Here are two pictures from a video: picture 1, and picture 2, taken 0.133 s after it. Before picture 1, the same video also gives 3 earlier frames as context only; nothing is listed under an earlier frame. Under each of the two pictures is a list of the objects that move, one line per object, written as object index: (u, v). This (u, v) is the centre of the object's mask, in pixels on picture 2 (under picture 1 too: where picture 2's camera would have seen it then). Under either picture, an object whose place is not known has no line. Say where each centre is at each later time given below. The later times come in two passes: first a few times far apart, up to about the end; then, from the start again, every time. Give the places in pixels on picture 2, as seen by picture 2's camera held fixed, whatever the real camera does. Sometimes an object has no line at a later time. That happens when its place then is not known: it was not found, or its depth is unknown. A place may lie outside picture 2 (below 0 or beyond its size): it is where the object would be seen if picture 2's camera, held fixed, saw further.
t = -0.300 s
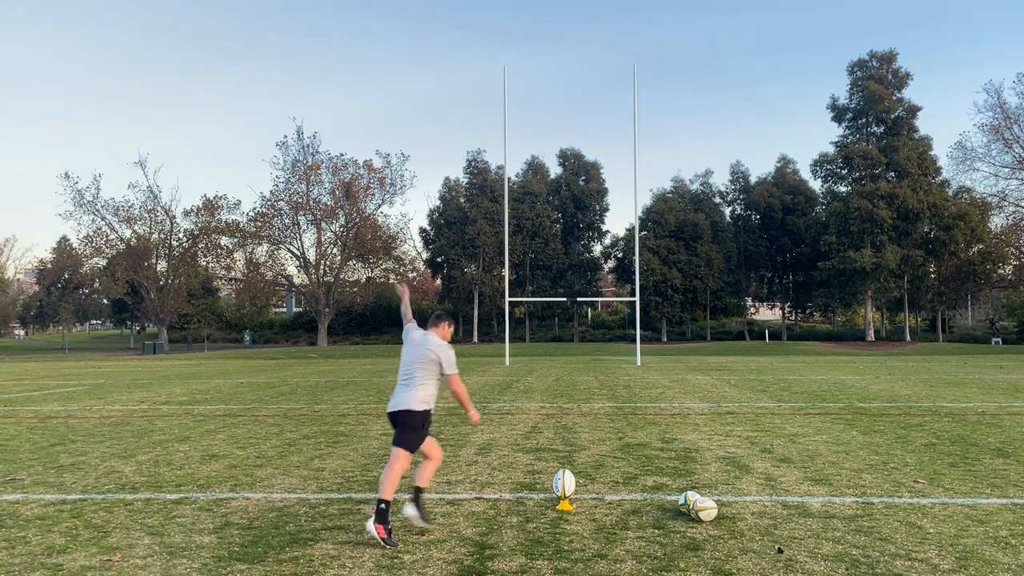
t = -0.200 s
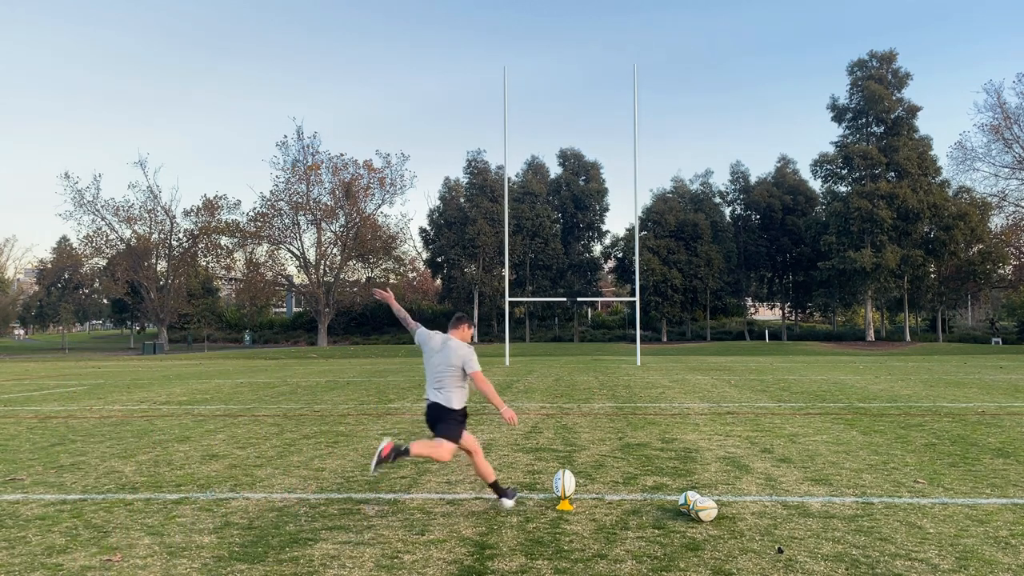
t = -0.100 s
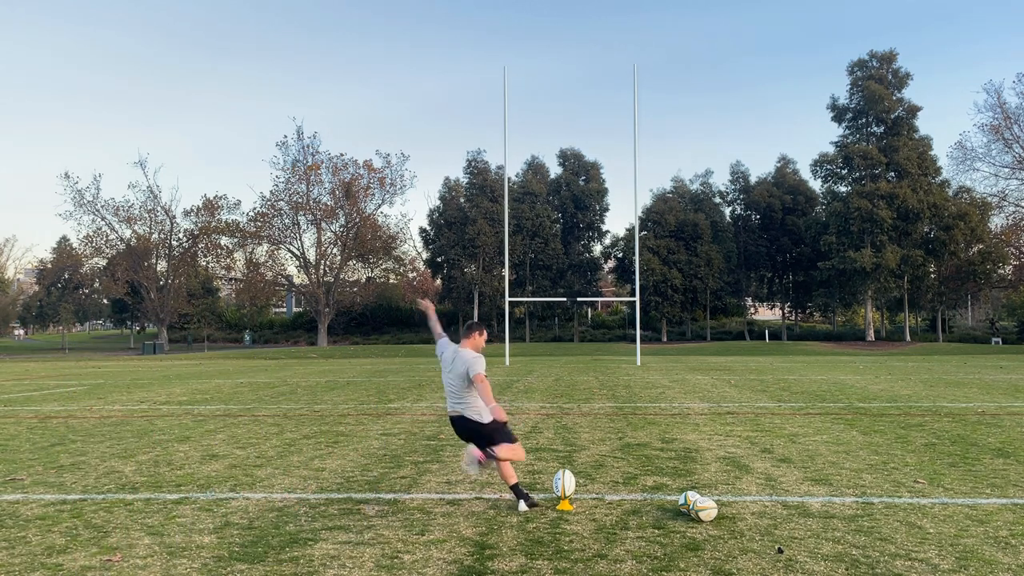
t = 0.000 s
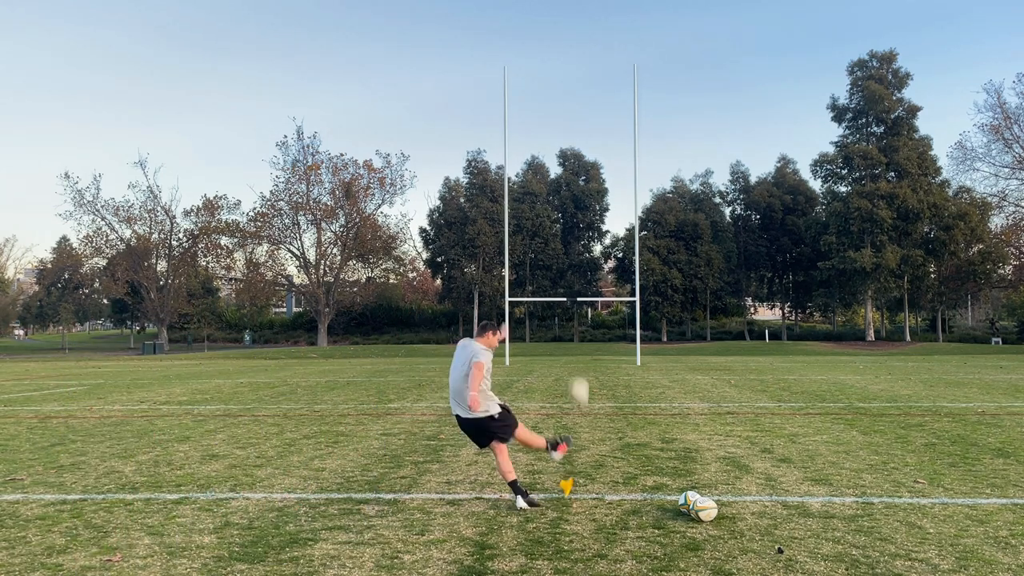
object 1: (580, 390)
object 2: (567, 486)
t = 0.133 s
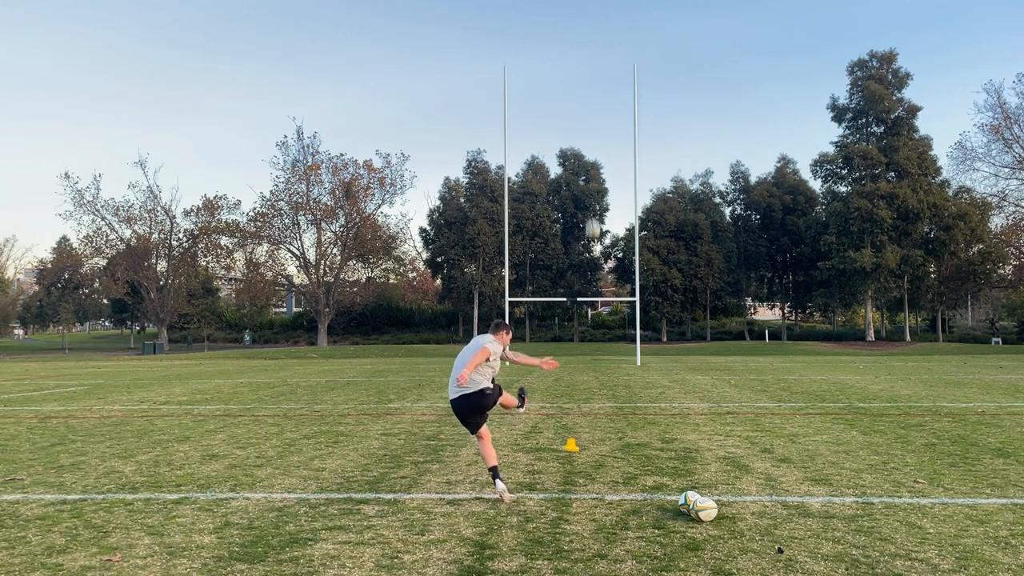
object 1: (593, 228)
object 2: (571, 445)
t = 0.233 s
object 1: (597, 160)
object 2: (575, 431)
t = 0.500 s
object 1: (599, 63)
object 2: (580, 447)
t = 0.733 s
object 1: (597, 25)
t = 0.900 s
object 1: (595, 12)
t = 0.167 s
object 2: (572, 440)
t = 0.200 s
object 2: (573, 434)
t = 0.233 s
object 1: (597, 160)
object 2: (575, 431)
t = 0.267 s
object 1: (598, 143)
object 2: (574, 429)
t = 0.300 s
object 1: (598, 127)
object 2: (575, 429)
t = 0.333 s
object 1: (599, 113)
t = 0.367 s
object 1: (599, 102)
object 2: (577, 430)
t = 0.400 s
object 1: (599, 91)
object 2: (579, 432)
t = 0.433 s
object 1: (599, 80)
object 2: (580, 435)
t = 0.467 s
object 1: (599, 71)
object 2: (580, 441)
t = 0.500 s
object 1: (599, 63)
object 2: (580, 447)
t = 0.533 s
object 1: (599, 56)
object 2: (581, 453)
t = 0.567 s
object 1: (599, 49)
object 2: (581, 460)
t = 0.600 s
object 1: (599, 43)
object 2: (583, 469)
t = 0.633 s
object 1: (598, 37)
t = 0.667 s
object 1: (598, 33)
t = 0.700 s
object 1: (598, 28)
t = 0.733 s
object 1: (597, 25)
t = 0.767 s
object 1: (597, 21)
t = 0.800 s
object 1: (597, 18)
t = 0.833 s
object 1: (596, 16)
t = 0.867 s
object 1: (596, 13)
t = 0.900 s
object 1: (595, 12)
